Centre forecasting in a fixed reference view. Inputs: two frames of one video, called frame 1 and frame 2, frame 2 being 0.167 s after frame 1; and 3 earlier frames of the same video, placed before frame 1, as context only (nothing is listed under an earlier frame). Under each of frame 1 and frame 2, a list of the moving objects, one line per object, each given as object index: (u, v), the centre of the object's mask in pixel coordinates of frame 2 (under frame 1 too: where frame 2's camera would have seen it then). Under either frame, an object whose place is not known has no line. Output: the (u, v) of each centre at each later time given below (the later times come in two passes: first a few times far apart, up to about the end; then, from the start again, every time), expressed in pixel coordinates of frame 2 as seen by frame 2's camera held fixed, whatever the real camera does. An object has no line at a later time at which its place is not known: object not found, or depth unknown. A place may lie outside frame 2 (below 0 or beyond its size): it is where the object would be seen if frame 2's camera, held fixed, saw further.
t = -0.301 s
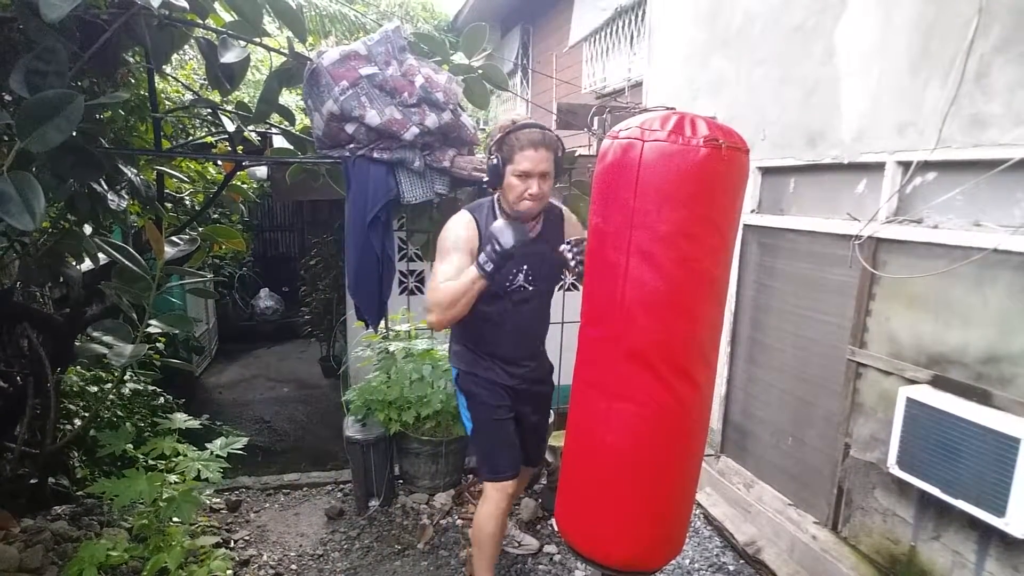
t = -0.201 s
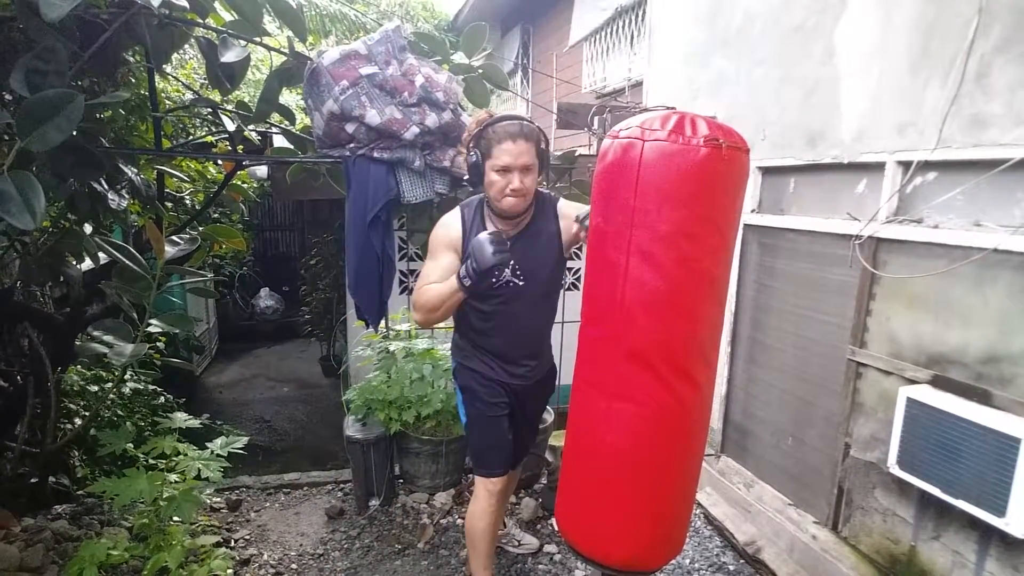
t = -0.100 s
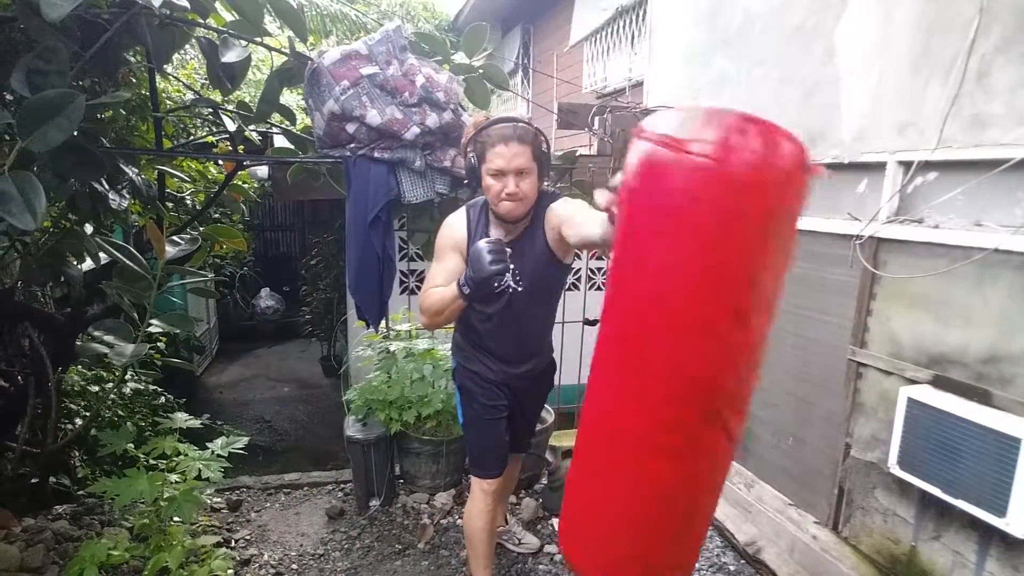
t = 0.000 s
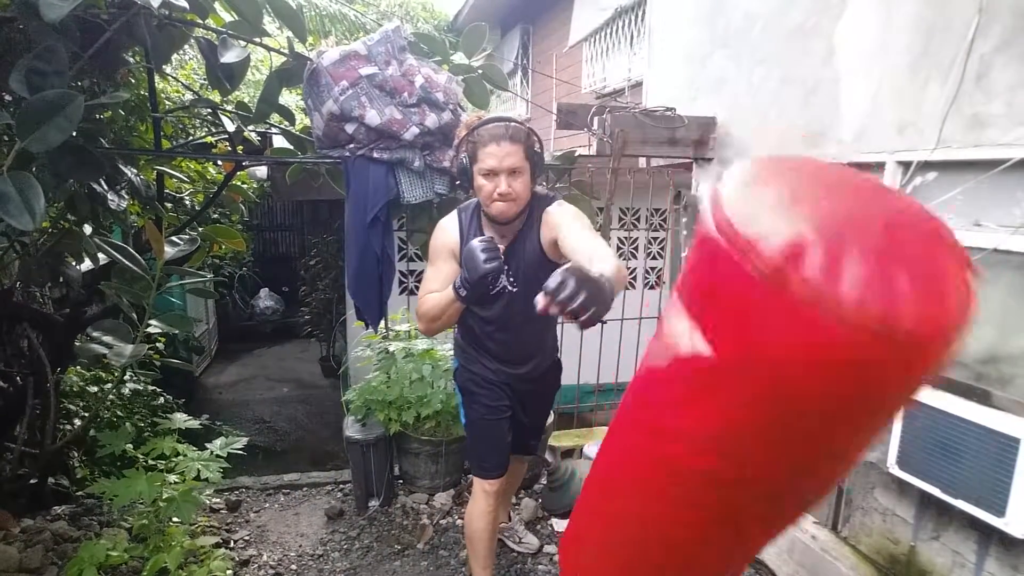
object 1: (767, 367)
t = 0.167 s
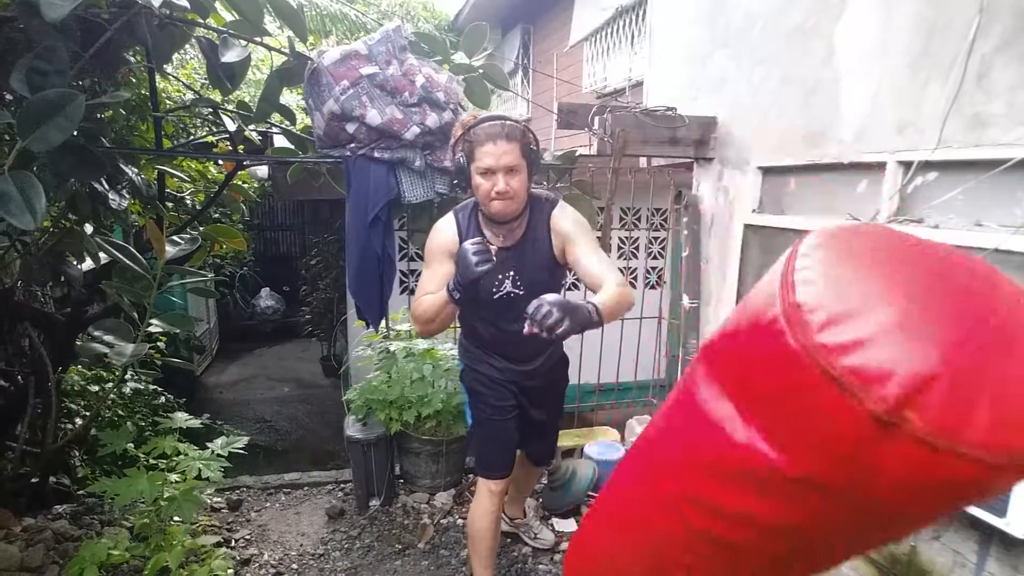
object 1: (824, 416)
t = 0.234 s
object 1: (791, 376)
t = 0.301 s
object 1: (738, 344)
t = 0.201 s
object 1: (810, 398)
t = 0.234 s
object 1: (791, 376)
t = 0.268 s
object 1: (764, 357)
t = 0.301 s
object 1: (738, 344)
